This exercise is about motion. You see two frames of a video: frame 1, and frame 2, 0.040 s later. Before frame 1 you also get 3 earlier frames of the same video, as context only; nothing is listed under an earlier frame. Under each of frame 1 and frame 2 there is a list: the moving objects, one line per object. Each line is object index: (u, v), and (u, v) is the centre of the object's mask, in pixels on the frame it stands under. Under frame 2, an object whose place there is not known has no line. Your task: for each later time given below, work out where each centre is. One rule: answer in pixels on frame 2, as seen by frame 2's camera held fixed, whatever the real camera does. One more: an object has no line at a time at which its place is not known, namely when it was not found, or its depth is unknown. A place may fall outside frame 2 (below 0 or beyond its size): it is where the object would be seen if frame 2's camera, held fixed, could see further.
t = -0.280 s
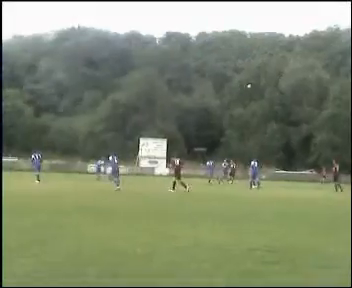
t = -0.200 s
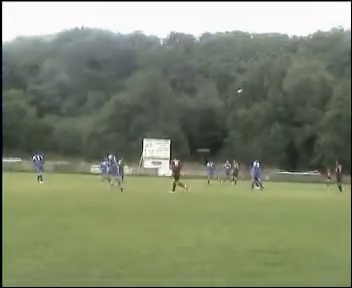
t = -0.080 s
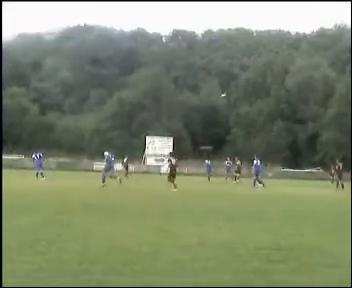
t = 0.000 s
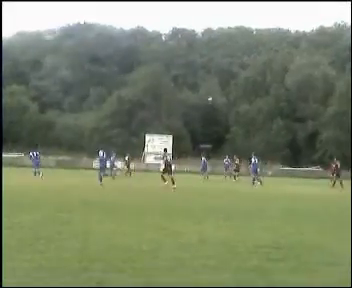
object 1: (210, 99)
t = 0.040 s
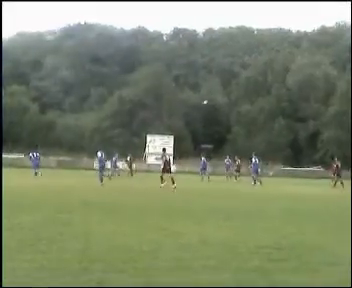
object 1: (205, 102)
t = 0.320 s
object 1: (165, 119)
